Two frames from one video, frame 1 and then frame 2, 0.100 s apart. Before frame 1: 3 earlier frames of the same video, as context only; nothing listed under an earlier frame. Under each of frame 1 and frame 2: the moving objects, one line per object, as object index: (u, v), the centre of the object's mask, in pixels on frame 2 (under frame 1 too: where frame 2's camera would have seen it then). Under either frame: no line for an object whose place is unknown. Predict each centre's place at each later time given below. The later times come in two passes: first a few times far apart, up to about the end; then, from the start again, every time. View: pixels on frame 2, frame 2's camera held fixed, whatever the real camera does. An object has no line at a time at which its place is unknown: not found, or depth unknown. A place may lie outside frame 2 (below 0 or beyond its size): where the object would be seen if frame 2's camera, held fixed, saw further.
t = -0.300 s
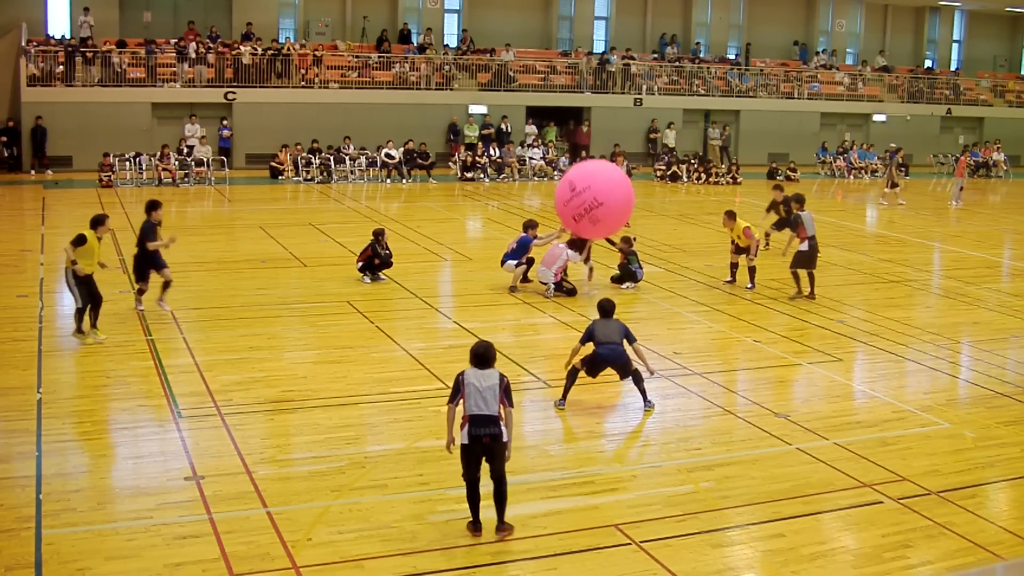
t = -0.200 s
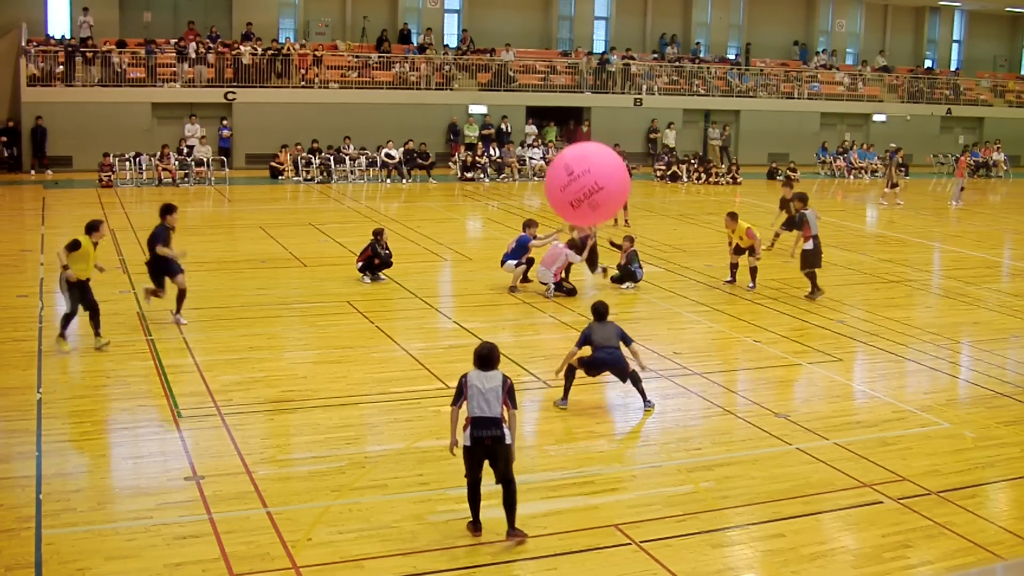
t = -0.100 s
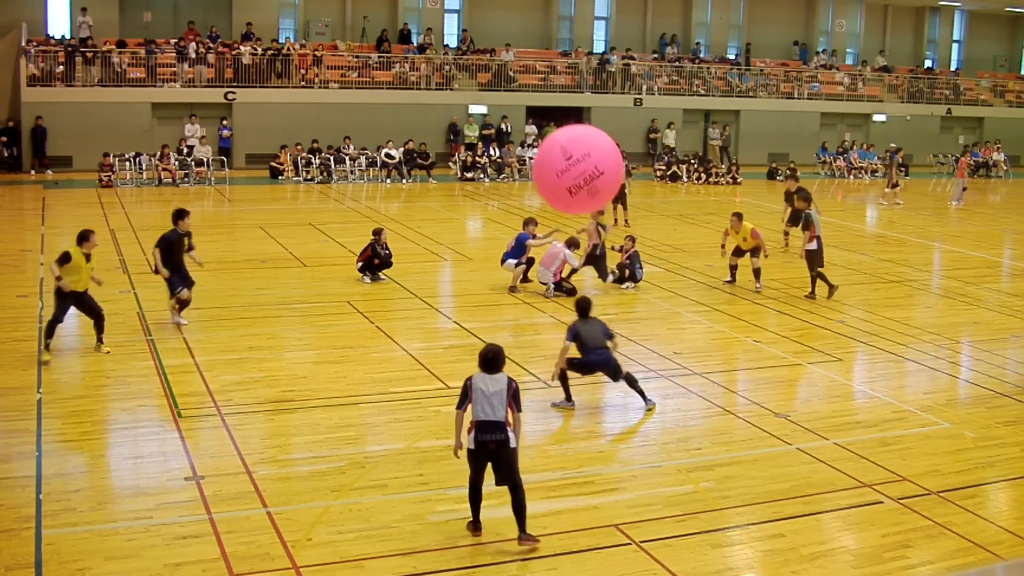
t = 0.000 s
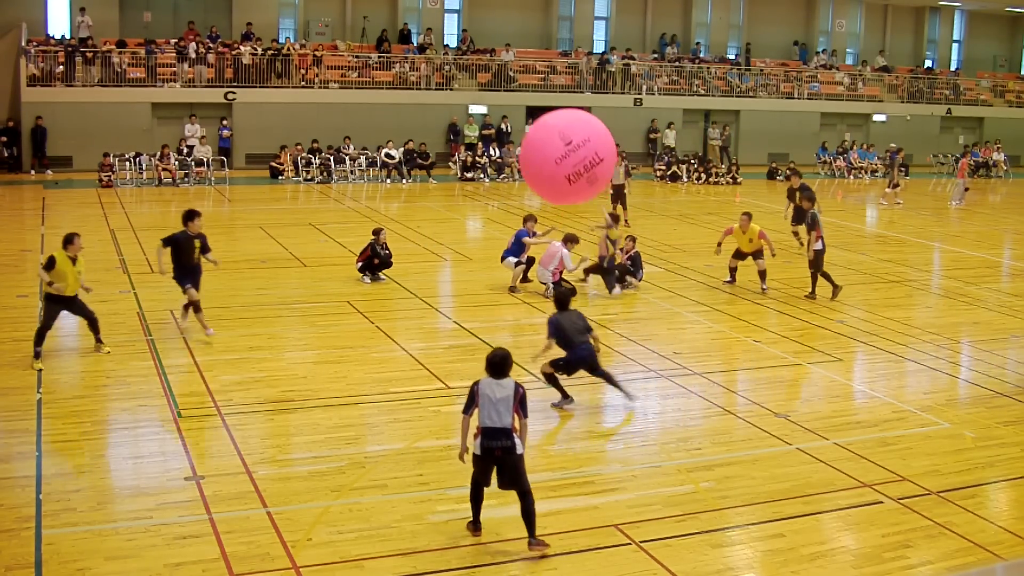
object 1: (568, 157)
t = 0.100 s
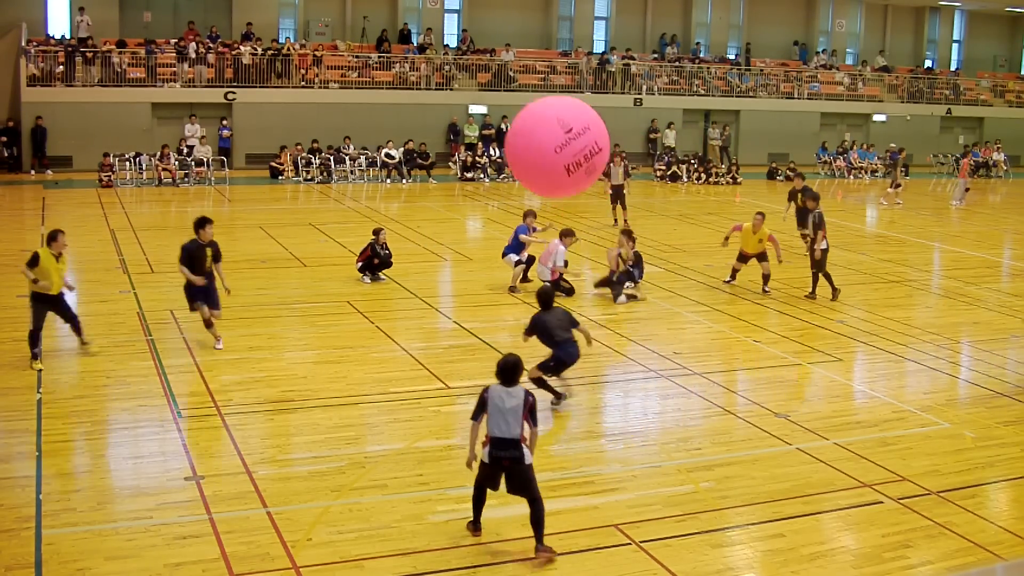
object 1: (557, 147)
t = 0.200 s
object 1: (547, 140)
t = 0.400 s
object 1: (528, 135)
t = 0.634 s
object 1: (518, 152)
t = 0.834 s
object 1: (532, 196)
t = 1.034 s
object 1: (558, 276)
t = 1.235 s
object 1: (602, 408)
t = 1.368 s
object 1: (646, 500)
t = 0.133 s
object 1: (554, 144)
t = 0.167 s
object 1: (551, 142)
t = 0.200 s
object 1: (547, 140)
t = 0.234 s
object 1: (544, 138)
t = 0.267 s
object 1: (540, 136)
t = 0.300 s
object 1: (537, 135)
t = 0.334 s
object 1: (534, 135)
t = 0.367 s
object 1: (531, 134)
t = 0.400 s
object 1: (528, 135)
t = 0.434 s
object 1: (525, 135)
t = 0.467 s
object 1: (523, 137)
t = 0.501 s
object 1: (521, 138)
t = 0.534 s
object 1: (519, 141)
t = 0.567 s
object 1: (518, 144)
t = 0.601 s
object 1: (518, 148)
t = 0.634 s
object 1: (518, 152)
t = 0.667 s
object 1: (520, 158)
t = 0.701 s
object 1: (521, 164)
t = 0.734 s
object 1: (523, 171)
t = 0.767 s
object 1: (526, 179)
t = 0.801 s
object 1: (528, 187)
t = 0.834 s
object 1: (532, 196)
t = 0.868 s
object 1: (535, 207)
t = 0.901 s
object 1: (538, 218)
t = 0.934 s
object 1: (542, 231)
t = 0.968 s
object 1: (547, 245)
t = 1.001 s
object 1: (552, 260)
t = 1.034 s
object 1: (558, 276)
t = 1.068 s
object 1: (563, 294)
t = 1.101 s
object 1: (570, 314)
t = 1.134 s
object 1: (577, 335)
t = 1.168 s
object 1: (584, 358)
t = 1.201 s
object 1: (593, 382)
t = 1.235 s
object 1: (602, 408)
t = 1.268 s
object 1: (612, 435)
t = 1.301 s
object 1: (623, 464)
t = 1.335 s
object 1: (634, 484)
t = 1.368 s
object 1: (646, 500)
